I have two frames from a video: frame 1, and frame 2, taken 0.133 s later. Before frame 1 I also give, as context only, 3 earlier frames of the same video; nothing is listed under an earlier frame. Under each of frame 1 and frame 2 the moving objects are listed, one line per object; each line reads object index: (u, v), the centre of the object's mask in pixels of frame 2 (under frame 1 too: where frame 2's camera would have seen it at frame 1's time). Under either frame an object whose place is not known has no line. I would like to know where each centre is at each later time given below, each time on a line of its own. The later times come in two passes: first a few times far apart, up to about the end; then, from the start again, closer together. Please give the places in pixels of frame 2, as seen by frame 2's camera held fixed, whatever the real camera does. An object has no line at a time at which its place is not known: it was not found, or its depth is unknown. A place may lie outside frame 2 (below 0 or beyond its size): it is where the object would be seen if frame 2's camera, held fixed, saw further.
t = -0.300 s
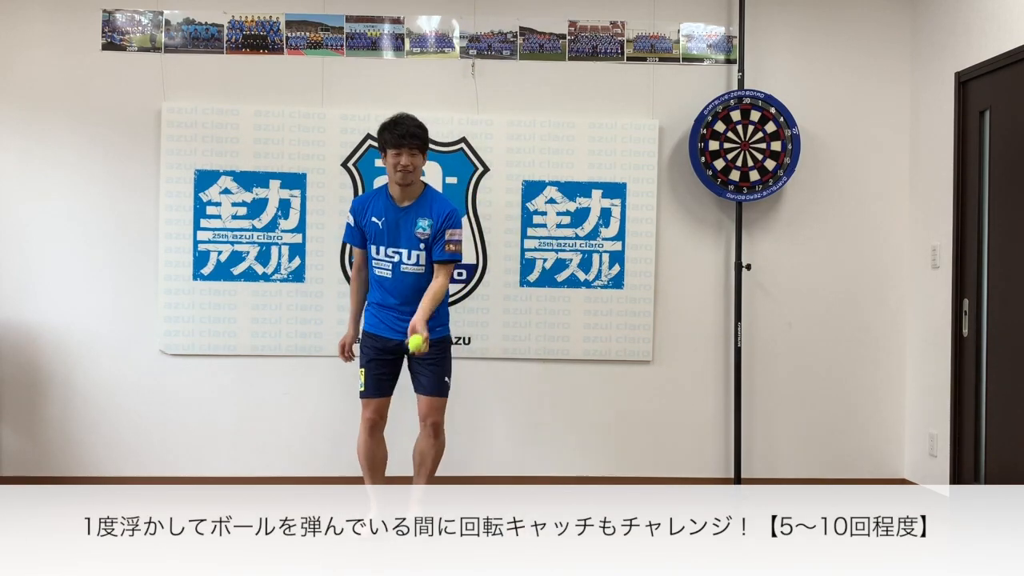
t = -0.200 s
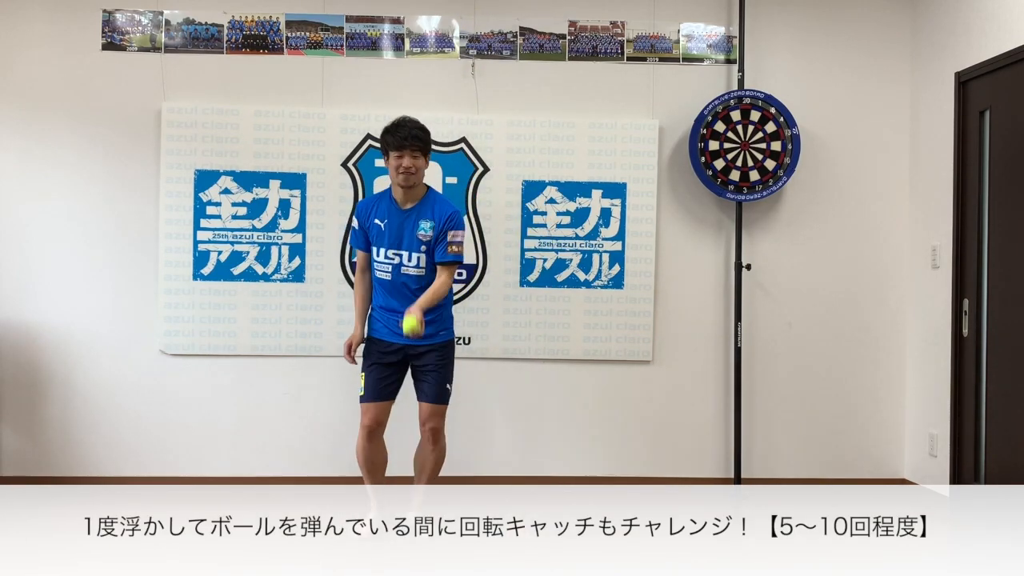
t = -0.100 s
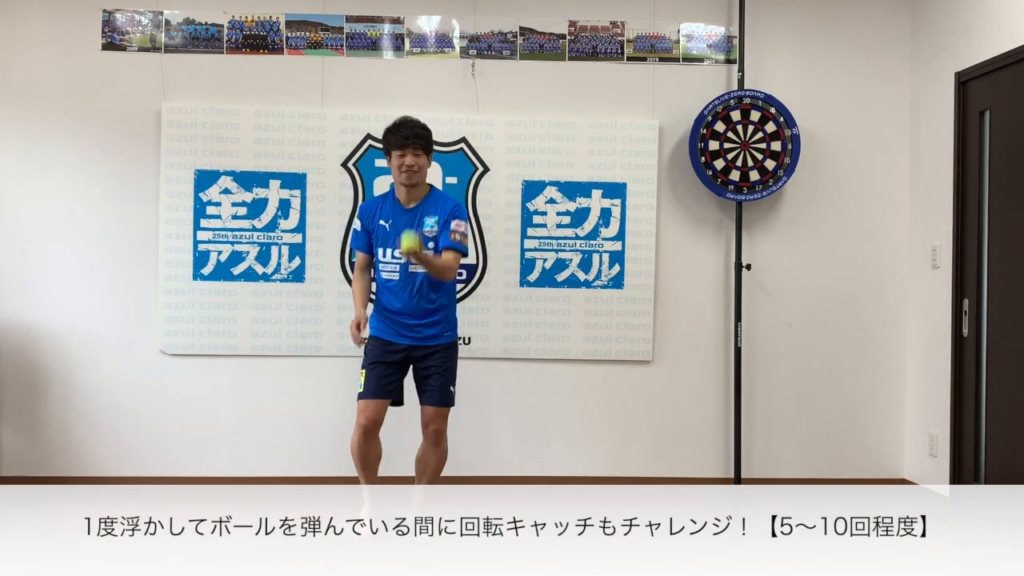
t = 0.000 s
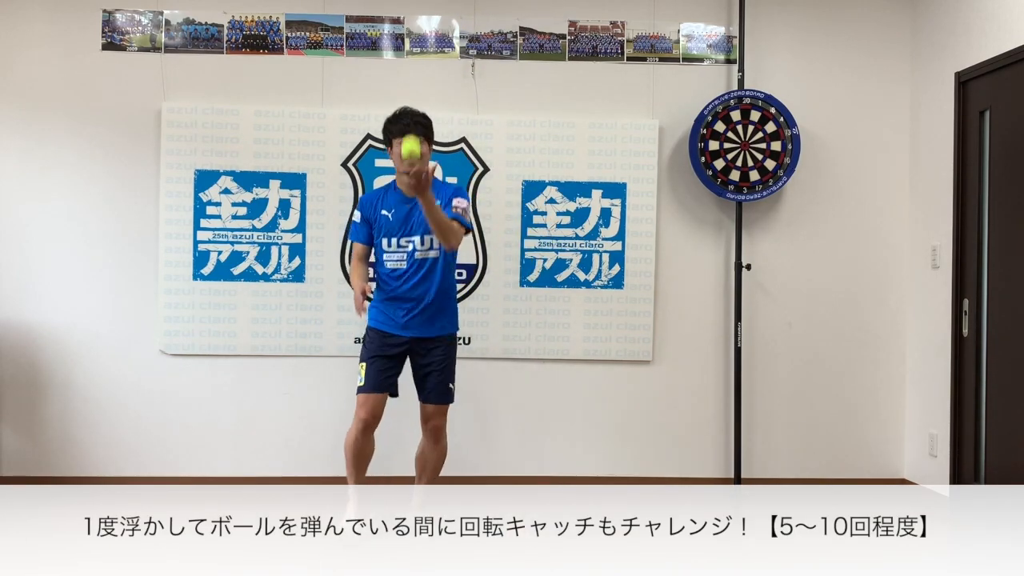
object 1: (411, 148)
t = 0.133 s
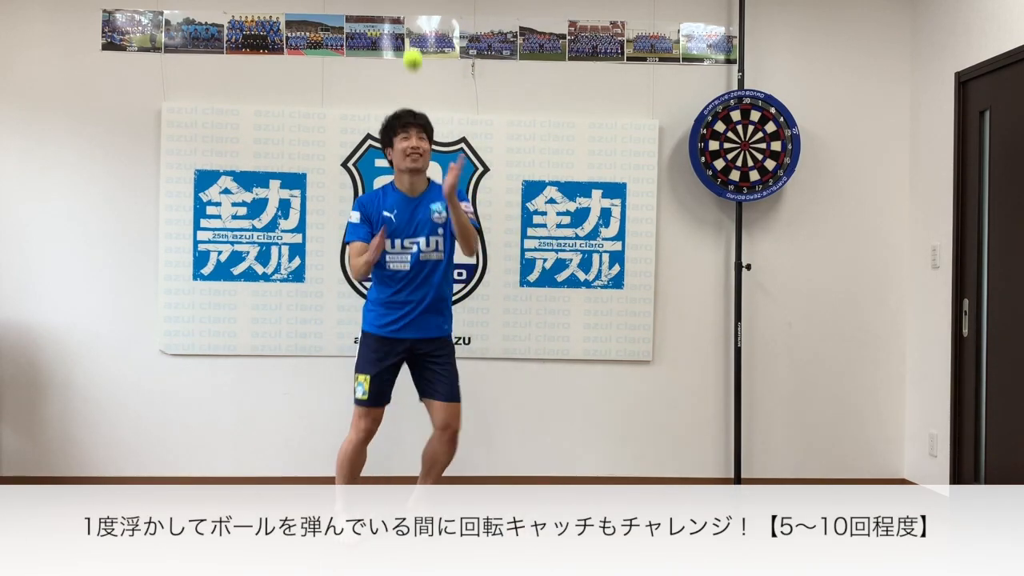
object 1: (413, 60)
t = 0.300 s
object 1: (414, 16)
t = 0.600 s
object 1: (414, 147)
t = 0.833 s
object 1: (410, 453)
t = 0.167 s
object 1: (413, 45)
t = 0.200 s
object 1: (413, 33)
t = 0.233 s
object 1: (413, 24)
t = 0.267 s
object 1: (413, 18)
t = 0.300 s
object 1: (414, 16)
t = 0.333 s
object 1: (414, 17)
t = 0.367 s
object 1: (414, 20)
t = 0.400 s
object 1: (414, 28)
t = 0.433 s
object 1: (415, 39)
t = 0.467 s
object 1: (415, 53)
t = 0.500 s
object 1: (415, 71)
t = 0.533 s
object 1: (415, 92)
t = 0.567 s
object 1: (415, 116)
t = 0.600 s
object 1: (414, 147)
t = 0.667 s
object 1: (413, 215)
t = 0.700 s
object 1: (413, 253)
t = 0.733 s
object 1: (413, 296)
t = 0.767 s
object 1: (412, 345)
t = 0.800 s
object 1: (411, 397)
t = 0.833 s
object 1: (410, 453)
